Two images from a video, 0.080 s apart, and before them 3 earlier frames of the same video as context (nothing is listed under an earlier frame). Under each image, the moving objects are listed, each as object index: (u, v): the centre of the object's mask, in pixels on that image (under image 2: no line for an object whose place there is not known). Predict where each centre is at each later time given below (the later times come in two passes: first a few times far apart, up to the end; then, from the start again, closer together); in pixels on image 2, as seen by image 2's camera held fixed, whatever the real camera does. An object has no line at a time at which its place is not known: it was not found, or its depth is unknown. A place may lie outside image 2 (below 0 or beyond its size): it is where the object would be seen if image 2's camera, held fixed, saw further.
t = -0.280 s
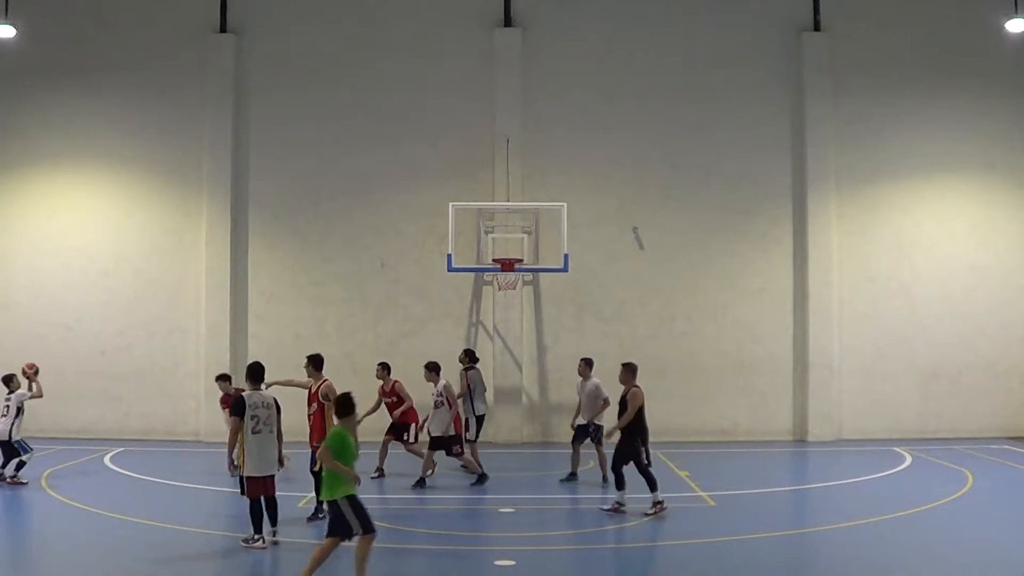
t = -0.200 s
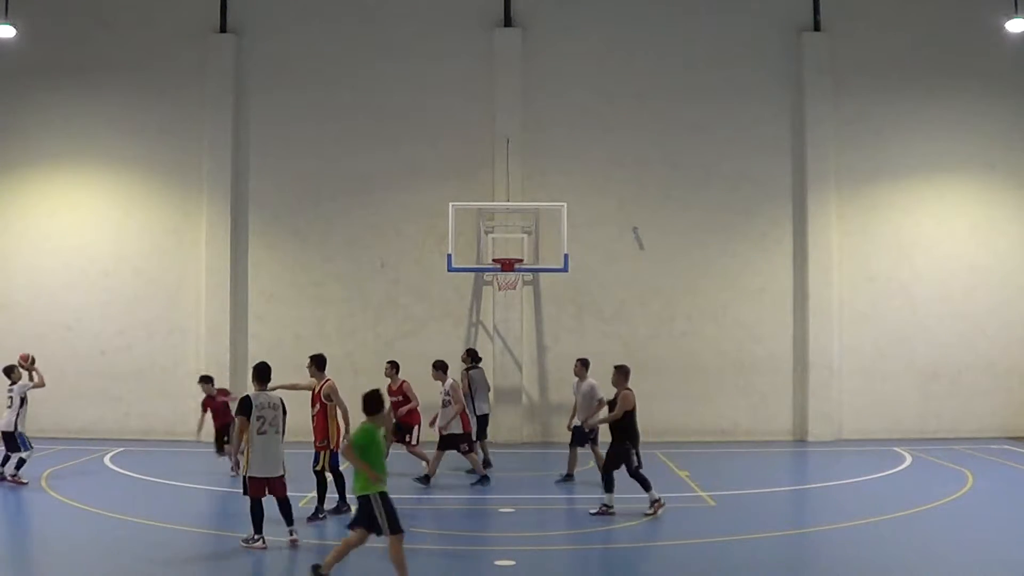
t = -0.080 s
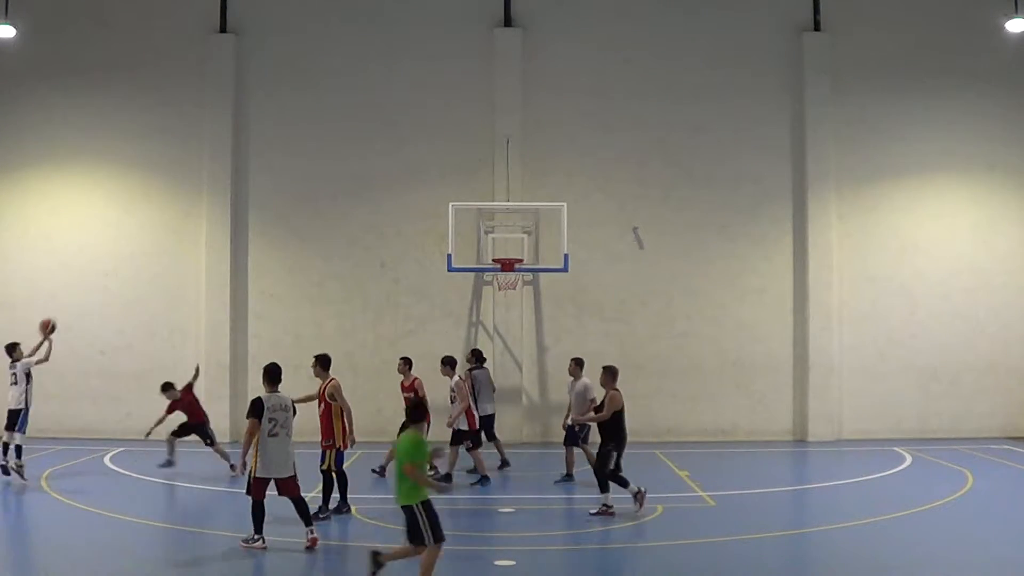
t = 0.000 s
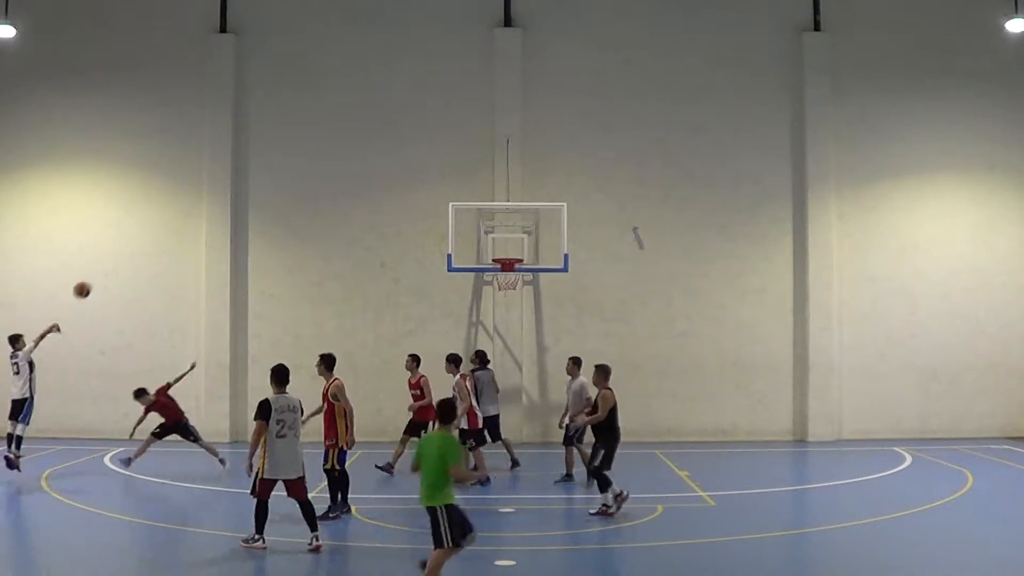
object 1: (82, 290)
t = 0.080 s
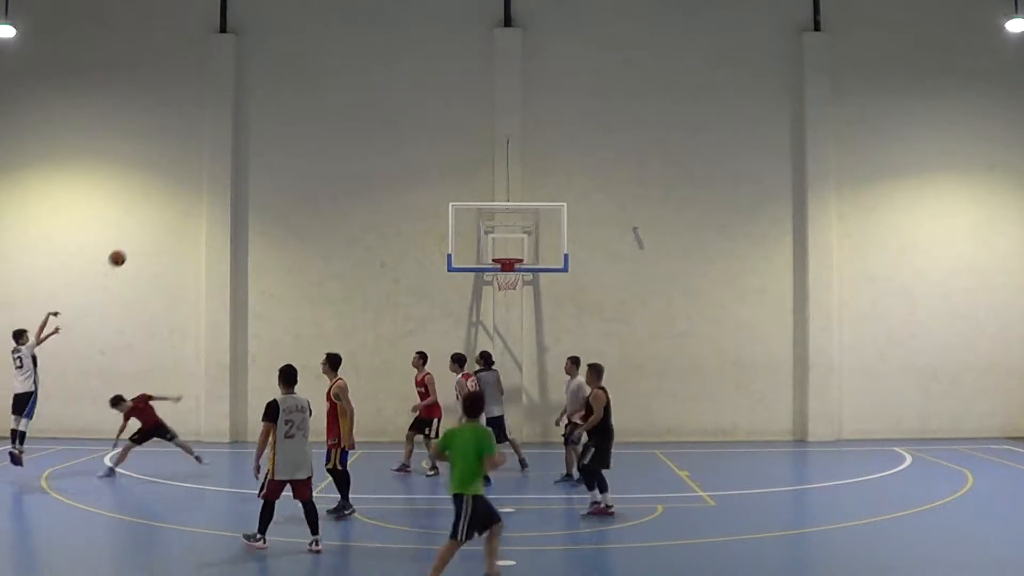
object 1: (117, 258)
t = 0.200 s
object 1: (168, 221)
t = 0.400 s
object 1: (250, 182)
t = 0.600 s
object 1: (328, 172)
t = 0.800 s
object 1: (400, 189)
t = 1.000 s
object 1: (469, 229)
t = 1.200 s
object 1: (518, 277)
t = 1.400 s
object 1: (514, 275)
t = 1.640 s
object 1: (502, 280)
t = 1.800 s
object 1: (499, 291)
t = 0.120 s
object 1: (134, 244)
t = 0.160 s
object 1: (151, 232)
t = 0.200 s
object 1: (168, 221)
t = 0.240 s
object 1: (185, 211)
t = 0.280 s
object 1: (202, 202)
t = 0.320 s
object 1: (218, 194)
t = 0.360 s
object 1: (234, 188)
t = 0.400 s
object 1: (250, 182)
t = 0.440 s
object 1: (266, 178)
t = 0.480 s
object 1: (282, 175)
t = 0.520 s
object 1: (297, 173)
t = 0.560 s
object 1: (313, 172)
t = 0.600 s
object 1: (328, 172)
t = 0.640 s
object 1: (342, 174)
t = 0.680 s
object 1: (357, 176)
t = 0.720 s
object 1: (372, 178)
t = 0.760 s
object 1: (386, 183)
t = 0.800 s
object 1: (400, 189)
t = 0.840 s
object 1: (414, 195)
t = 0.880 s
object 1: (428, 202)
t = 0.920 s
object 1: (442, 211)
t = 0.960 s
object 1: (455, 220)
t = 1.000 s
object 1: (469, 229)
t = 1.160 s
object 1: (514, 268)
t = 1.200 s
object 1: (518, 277)
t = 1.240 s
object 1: (519, 280)
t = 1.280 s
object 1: (519, 280)
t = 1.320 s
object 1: (517, 278)
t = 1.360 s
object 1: (515, 276)
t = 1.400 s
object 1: (514, 275)
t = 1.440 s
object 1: (511, 275)
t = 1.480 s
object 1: (509, 274)
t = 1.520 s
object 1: (507, 275)
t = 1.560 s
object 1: (506, 276)
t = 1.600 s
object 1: (504, 278)
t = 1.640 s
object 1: (502, 280)
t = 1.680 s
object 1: (500, 282)
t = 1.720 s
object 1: (500, 284)
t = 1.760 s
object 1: (499, 287)
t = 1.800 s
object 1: (499, 291)
